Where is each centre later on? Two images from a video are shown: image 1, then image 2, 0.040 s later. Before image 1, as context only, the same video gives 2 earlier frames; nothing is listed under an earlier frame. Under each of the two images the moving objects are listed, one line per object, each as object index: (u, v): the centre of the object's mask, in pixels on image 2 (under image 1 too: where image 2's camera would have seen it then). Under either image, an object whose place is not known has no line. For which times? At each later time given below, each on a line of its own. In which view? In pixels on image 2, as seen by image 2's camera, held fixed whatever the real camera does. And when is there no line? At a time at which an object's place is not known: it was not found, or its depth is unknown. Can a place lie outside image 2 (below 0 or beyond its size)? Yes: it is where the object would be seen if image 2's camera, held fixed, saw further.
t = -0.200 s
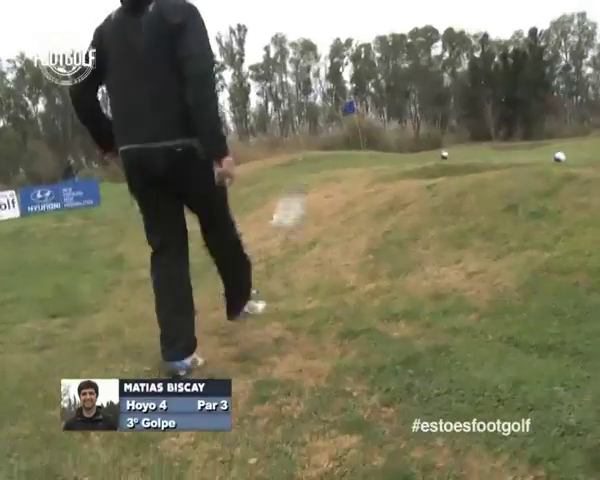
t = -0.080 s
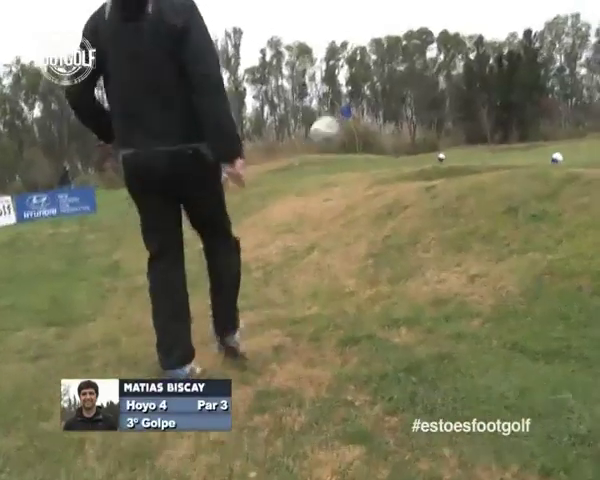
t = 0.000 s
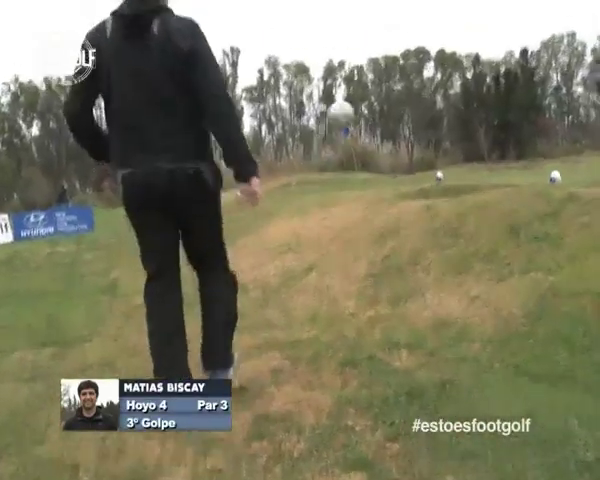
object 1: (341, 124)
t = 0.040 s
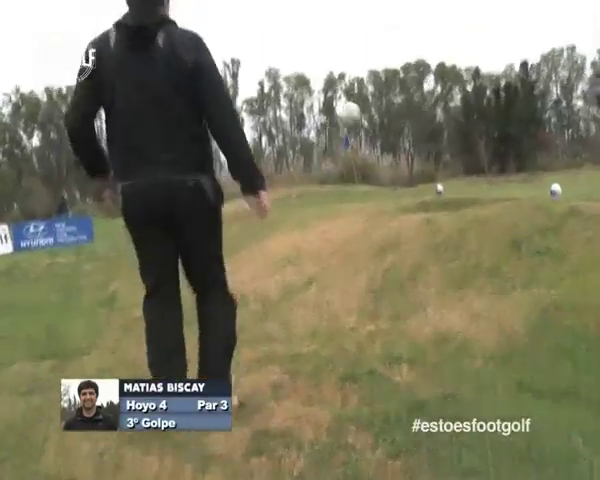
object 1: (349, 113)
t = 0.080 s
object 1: (354, 105)
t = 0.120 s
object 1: (361, 96)
